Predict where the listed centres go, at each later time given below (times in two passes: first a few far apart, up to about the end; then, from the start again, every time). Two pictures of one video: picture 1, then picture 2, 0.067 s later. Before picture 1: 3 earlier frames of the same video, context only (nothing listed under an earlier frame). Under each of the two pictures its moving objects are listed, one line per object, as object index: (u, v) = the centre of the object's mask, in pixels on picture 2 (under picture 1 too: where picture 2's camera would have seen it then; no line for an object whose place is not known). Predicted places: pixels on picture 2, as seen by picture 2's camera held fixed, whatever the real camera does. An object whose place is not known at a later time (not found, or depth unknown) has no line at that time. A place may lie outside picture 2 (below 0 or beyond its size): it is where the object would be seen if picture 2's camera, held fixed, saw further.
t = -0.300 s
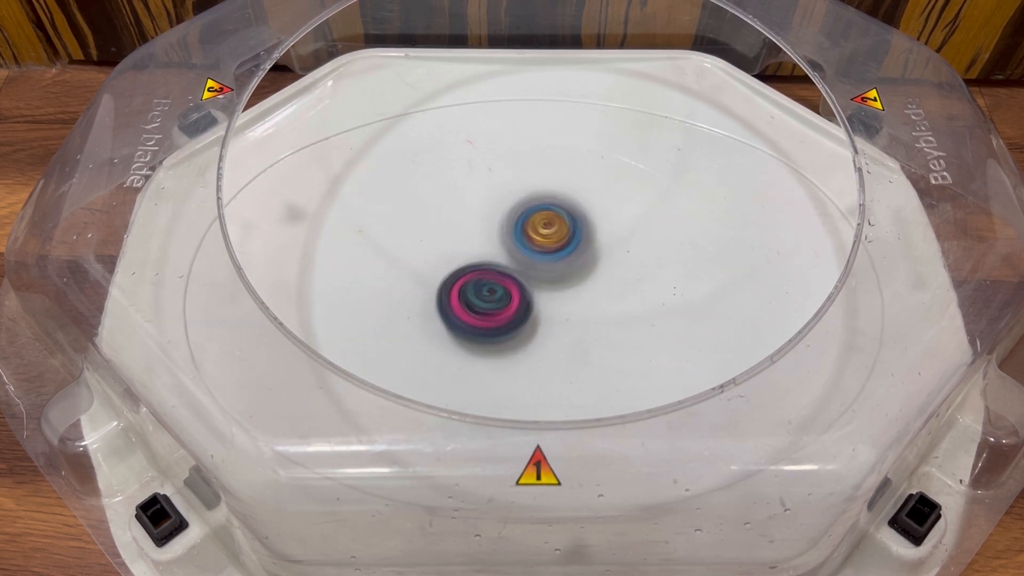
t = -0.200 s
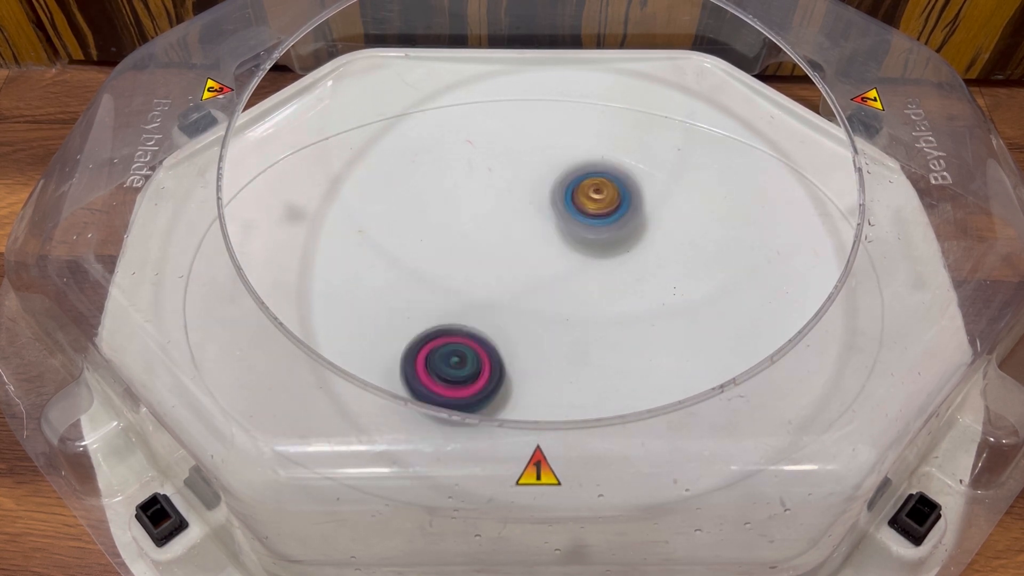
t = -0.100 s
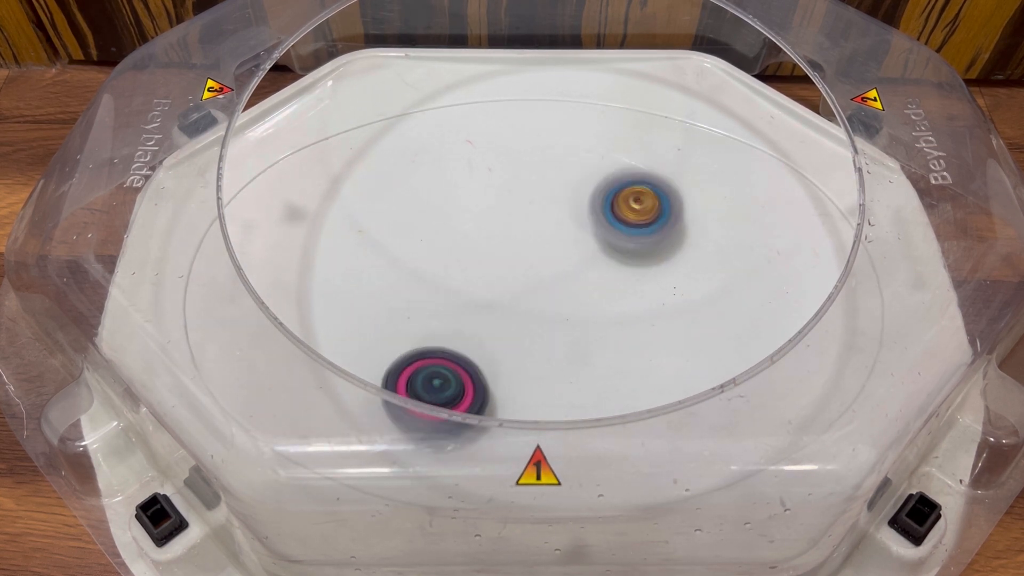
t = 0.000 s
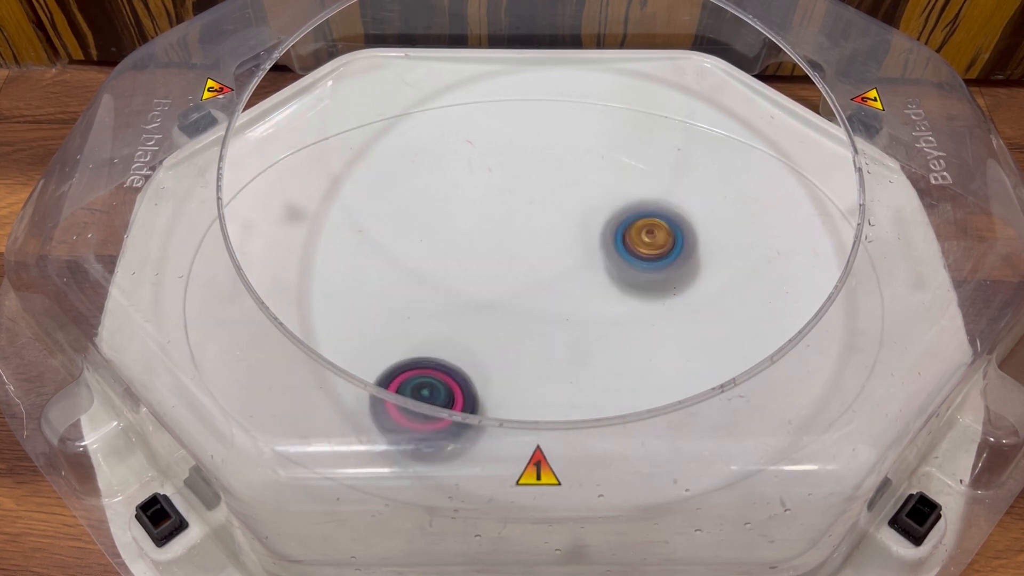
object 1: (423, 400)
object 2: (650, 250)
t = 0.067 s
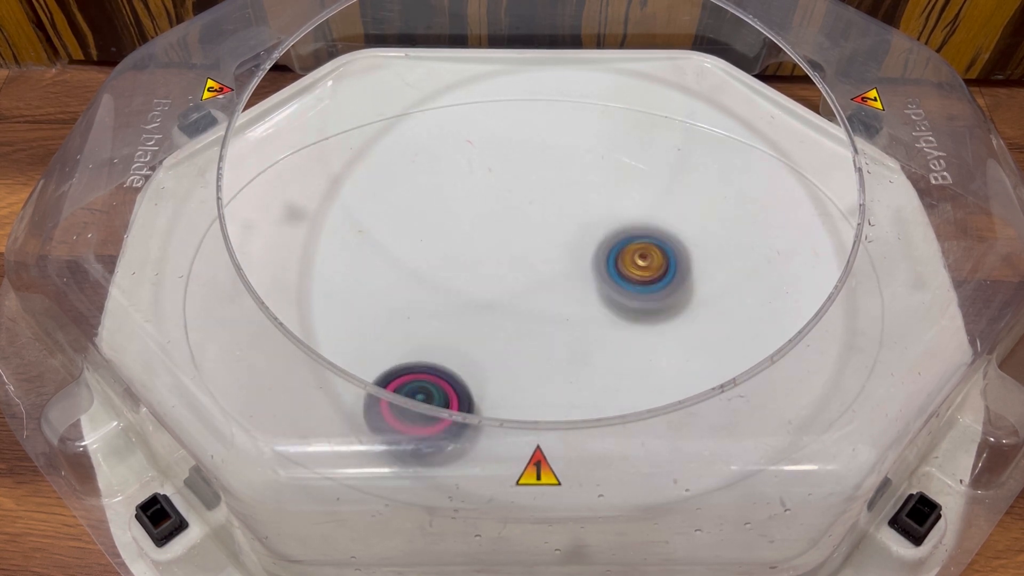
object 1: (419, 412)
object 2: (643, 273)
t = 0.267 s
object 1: (415, 414)
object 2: (560, 319)
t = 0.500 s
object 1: (437, 379)
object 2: (453, 285)
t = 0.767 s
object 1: (464, 347)
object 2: (456, 209)
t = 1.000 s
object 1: (501, 295)
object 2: (549, 227)
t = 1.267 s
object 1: (516, 277)
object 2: (626, 278)
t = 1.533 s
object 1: (526, 258)
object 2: (585, 341)
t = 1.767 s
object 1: (529, 220)
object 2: (495, 348)
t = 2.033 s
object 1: (538, 208)
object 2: (454, 298)
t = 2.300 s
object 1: (665, 56)
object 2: (395, 402)
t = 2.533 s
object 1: (808, 212)
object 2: (309, 432)
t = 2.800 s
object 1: (803, 299)
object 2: (353, 353)
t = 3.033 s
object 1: (775, 345)
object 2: (442, 362)
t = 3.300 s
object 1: (728, 376)
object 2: (543, 366)
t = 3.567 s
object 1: (703, 403)
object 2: (612, 333)
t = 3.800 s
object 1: (678, 411)
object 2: (659, 283)
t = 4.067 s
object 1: (640, 377)
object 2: (730, 240)
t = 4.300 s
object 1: (606, 354)
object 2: (792, 233)
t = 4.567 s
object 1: (554, 318)
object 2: (757, 277)
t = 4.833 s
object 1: (499, 285)
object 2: (645, 290)
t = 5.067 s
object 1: (435, 257)
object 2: (570, 298)
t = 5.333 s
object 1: (341, 238)
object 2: (519, 302)
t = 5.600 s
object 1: (318, 252)
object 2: (473, 269)
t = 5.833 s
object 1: (326, 274)
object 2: (489, 240)
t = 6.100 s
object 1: (364, 297)
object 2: (552, 262)
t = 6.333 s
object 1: (422, 298)
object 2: (556, 310)
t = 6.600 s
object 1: (478, 259)
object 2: (539, 347)
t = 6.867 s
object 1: (517, 212)
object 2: (535, 348)
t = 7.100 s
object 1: (534, 186)
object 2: (561, 309)
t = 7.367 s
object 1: (540, 184)
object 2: (615, 280)
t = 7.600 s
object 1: (540, 196)
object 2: (662, 262)
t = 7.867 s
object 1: (555, 231)
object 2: (711, 264)
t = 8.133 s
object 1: (581, 276)
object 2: (682, 292)
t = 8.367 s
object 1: (567, 309)
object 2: (676, 297)
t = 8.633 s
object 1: (573, 316)
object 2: (676, 282)
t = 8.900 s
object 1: (577, 312)
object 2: (667, 274)
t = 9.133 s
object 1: (566, 308)
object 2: (676, 258)
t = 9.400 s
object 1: (543, 304)
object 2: (659, 265)
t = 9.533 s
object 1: (531, 302)
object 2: (628, 272)
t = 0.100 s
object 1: (417, 413)
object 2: (634, 283)
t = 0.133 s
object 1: (415, 415)
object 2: (623, 293)
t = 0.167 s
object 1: (414, 416)
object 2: (609, 303)
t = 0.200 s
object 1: (414, 415)
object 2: (595, 309)
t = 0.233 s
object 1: (414, 415)
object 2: (578, 315)
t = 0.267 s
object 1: (415, 414)
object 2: (560, 319)
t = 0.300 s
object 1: (418, 402)
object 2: (543, 321)
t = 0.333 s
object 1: (418, 402)
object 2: (526, 319)
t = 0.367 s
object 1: (420, 401)
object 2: (509, 315)
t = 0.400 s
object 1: (423, 399)
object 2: (493, 310)
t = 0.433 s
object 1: (426, 397)
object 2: (478, 303)
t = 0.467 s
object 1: (428, 393)
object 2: (465, 295)
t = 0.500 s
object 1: (437, 379)
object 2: (453, 285)
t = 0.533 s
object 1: (439, 377)
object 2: (444, 274)
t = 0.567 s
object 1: (441, 375)
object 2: (438, 266)
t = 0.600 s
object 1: (444, 372)
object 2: (433, 255)
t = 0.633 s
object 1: (447, 369)
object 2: (432, 244)
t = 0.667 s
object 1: (451, 365)
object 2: (434, 234)
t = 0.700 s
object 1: (455, 359)
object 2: (439, 224)
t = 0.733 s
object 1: (460, 353)
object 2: (445, 215)
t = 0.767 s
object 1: (464, 347)
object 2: (456, 209)
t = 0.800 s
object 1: (468, 339)
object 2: (469, 206)
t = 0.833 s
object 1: (473, 331)
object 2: (482, 206)
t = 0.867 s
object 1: (479, 324)
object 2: (496, 208)
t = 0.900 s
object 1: (484, 316)
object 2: (509, 211)
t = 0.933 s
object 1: (490, 309)
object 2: (522, 216)
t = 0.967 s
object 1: (496, 302)
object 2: (535, 221)
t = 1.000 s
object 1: (501, 295)
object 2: (549, 227)
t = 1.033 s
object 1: (504, 293)
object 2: (561, 231)
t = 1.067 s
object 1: (506, 291)
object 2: (574, 234)
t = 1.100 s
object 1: (508, 290)
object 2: (587, 239)
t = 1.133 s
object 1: (512, 286)
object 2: (598, 245)
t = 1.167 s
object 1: (515, 283)
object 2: (606, 253)
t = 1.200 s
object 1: (516, 281)
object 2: (612, 261)
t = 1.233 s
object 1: (515, 280)
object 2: (621, 269)
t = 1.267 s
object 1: (516, 277)
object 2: (626, 278)
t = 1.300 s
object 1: (517, 273)
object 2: (630, 288)
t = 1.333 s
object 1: (519, 271)
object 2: (631, 297)
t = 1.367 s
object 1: (520, 269)
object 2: (629, 308)
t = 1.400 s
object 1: (522, 266)
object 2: (625, 317)
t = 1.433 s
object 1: (522, 264)
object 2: (619, 326)
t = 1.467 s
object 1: (523, 262)
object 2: (610, 334)
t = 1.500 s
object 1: (525, 260)
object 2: (599, 339)
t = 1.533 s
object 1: (526, 258)
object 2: (585, 341)
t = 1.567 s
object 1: (526, 256)
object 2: (571, 341)
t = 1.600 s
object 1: (527, 254)
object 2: (556, 340)
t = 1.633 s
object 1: (529, 251)
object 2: (542, 338)
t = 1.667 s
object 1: (526, 240)
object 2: (530, 345)
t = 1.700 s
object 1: (525, 230)
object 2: (519, 349)
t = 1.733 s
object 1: (527, 223)
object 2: (507, 349)
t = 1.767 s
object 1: (529, 220)
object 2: (495, 348)
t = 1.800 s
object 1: (531, 218)
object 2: (483, 346)
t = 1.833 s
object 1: (532, 216)
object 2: (473, 342)
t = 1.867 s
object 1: (533, 215)
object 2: (463, 338)
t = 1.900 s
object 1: (535, 213)
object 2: (456, 333)
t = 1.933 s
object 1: (535, 211)
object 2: (451, 325)
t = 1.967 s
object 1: (536, 210)
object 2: (451, 317)
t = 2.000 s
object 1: (536, 209)
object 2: (452, 308)
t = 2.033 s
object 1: (538, 208)
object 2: (454, 298)
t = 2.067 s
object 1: (538, 207)
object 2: (459, 288)
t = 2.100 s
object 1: (538, 206)
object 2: (467, 279)
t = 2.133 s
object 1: (538, 206)
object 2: (475, 271)
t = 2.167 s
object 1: (560, 168)
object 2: (464, 297)
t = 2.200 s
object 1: (588, 126)
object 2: (441, 331)
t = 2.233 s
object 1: (615, 90)
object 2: (426, 358)
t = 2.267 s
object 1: (640, 59)
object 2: (407, 385)
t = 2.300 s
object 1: (665, 56)
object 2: (395, 402)
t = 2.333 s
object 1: (694, 78)
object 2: (381, 416)
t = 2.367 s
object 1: (721, 102)
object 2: (368, 421)
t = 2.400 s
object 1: (744, 123)
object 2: (355, 432)
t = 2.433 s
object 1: (765, 145)
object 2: (338, 437)
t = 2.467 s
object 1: (783, 170)
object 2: (325, 444)
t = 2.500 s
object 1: (797, 192)
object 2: (312, 448)
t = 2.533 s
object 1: (808, 212)
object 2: (309, 432)
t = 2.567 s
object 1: (812, 229)
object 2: (311, 418)
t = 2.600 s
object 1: (812, 243)
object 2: (311, 404)
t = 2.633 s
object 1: (809, 255)
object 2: (317, 388)
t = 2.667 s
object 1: (806, 265)
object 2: (323, 377)
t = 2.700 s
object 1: (810, 276)
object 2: (330, 367)
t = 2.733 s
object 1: (808, 285)
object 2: (337, 360)
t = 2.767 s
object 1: (806, 292)
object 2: (344, 354)
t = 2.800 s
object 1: (803, 299)
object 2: (353, 353)
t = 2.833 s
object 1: (800, 306)
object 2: (362, 352)
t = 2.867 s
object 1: (797, 312)
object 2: (373, 355)
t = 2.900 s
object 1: (793, 319)
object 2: (388, 356)
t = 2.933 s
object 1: (789, 325)
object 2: (400, 356)
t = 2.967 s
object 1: (784, 330)
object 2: (415, 358)
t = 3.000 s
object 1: (779, 336)
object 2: (426, 358)
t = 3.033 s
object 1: (775, 345)
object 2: (442, 362)
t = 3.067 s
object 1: (769, 350)
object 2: (454, 363)
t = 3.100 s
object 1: (763, 354)
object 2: (468, 365)
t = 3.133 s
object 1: (757, 358)
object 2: (480, 366)
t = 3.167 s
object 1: (751, 362)
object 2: (493, 368)
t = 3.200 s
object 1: (746, 366)
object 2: (506, 368)
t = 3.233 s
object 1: (740, 370)
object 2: (518, 368)
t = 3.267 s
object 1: (734, 373)
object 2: (532, 368)
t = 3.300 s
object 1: (728, 376)
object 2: (543, 366)
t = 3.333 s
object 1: (723, 380)
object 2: (558, 366)
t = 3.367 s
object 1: (716, 383)
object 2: (569, 363)
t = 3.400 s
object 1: (710, 386)
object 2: (582, 362)
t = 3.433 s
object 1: (703, 388)
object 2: (594, 359)
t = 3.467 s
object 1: (703, 392)
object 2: (599, 354)
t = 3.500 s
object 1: (702, 393)
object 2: (605, 349)
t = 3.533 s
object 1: (698, 394)
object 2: (609, 341)
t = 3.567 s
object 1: (703, 403)
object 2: (612, 333)
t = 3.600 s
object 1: (701, 407)
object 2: (615, 324)
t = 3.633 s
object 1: (698, 409)
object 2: (621, 317)
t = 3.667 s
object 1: (695, 411)
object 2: (629, 311)
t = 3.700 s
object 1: (691, 412)
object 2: (638, 303)
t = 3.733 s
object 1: (687, 413)
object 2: (645, 296)
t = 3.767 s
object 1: (682, 413)
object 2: (652, 290)
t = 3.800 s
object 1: (678, 411)
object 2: (659, 283)
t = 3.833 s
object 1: (675, 412)
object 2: (666, 275)
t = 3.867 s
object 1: (668, 405)
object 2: (675, 270)
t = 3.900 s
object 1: (664, 402)
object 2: (684, 263)
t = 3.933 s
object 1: (660, 398)
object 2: (693, 258)
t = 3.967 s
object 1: (655, 393)
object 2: (702, 253)
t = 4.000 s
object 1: (651, 389)
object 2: (712, 248)
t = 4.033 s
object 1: (643, 378)
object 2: (721, 243)
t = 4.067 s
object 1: (640, 377)
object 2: (730, 240)
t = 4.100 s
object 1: (636, 375)
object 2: (741, 237)
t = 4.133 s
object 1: (632, 373)
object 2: (750, 233)
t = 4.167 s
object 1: (626, 370)
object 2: (760, 231)
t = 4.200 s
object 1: (622, 367)
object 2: (770, 230)
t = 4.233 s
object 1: (617, 363)
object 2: (778, 229)
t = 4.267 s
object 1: (612, 358)
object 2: (785, 229)
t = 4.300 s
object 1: (606, 354)
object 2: (792, 233)
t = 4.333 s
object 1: (600, 349)
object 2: (797, 236)
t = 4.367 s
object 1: (594, 345)
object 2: (799, 241)
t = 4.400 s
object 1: (588, 340)
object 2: (797, 248)
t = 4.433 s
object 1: (581, 335)
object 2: (793, 255)
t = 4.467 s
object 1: (575, 331)
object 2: (786, 260)
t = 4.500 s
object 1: (568, 326)
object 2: (777, 267)
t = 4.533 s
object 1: (560, 322)
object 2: (768, 273)
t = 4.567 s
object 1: (554, 318)
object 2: (757, 277)
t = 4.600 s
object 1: (547, 313)
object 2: (744, 281)
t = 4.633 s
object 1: (540, 310)
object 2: (731, 285)
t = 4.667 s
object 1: (533, 306)
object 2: (718, 287)
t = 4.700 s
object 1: (525, 301)
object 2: (703, 288)
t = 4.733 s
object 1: (519, 297)
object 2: (687, 289)
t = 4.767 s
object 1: (512, 292)
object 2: (673, 290)
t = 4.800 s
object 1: (506, 289)
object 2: (660, 290)
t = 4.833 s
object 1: (499, 285)
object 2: (645, 290)
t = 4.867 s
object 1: (492, 282)
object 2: (630, 291)
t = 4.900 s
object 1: (486, 278)
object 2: (616, 293)
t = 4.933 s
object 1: (481, 274)
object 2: (603, 293)
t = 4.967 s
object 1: (476, 272)
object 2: (588, 294)
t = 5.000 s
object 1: (470, 268)
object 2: (574, 295)
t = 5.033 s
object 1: (462, 266)
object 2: (562, 296)
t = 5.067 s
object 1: (435, 257)
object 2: (570, 298)
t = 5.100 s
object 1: (412, 251)
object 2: (573, 299)
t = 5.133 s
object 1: (393, 244)
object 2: (572, 299)
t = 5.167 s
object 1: (380, 240)
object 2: (566, 300)
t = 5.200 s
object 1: (368, 239)
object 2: (557, 302)
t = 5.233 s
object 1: (361, 237)
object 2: (548, 304)
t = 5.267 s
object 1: (354, 237)
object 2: (539, 304)
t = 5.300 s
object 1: (347, 237)
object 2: (529, 303)
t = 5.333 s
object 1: (341, 238)
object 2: (519, 302)
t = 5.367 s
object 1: (335, 239)
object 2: (510, 300)
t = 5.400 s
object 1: (331, 240)
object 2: (502, 297)
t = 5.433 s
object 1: (328, 242)
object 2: (494, 293)
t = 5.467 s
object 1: (324, 244)
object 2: (488, 288)
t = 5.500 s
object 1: (321, 246)
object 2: (482, 282)
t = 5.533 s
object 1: (320, 248)
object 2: (477, 277)
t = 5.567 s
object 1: (319, 249)
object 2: (475, 274)
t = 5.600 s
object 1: (318, 252)
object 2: (473, 269)
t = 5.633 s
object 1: (317, 255)
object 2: (471, 262)
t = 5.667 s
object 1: (317, 257)
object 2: (473, 257)
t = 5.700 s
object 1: (318, 261)
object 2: (475, 252)
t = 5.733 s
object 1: (319, 263)
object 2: (477, 247)
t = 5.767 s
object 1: (321, 267)
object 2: (479, 244)
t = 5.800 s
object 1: (323, 270)
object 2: (483, 241)
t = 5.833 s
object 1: (326, 274)
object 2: (489, 240)
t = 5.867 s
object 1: (329, 277)
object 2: (495, 239)
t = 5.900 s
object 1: (333, 281)
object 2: (504, 240)
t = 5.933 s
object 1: (337, 284)
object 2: (513, 241)
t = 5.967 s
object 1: (341, 287)
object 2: (522, 243)
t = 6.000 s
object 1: (347, 290)
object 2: (531, 247)
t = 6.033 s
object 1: (352, 293)
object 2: (539, 250)
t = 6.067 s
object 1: (358, 295)
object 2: (546, 255)
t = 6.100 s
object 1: (364, 297)
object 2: (552, 262)
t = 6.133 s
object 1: (372, 299)
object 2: (556, 269)
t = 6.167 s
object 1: (378, 300)
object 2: (560, 277)
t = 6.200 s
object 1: (386, 301)
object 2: (562, 284)
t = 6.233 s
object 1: (394, 300)
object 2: (563, 291)
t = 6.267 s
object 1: (403, 300)
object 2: (562, 298)
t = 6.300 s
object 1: (413, 299)
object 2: (560, 304)
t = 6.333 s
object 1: (422, 298)
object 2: (556, 310)
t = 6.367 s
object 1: (432, 295)
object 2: (551, 315)
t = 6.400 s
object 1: (442, 292)
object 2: (546, 321)
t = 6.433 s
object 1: (448, 288)
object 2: (543, 326)
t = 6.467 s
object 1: (454, 284)
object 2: (542, 330)
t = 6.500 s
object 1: (462, 278)
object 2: (539, 334)
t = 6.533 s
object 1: (466, 273)
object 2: (539, 339)
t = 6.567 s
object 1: (473, 266)
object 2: (539, 344)
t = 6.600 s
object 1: (478, 259)
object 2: (539, 347)
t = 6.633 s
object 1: (484, 253)
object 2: (537, 350)
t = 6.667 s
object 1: (488, 247)
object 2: (537, 352)
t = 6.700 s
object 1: (494, 241)
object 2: (536, 353)
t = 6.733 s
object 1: (499, 235)
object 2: (536, 354)
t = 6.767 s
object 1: (504, 229)
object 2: (536, 353)
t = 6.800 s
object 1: (508, 223)
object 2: (536, 353)
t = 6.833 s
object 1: (513, 217)
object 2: (535, 351)
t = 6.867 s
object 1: (517, 212)
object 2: (535, 348)
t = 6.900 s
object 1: (520, 207)
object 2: (536, 343)
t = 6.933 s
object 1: (524, 202)
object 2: (538, 337)
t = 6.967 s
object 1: (527, 198)
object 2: (540, 331)
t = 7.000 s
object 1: (530, 194)
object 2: (544, 325)
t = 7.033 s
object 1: (532, 191)
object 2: (549, 320)
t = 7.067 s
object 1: (534, 188)
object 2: (555, 314)
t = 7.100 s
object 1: (534, 186)
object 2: (561, 309)
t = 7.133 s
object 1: (536, 185)
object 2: (567, 304)
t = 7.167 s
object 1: (537, 185)
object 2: (573, 300)
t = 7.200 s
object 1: (538, 184)
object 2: (580, 296)
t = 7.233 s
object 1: (539, 184)
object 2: (587, 292)
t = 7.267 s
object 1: (539, 184)
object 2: (594, 289)
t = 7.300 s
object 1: (541, 184)
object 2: (601, 285)
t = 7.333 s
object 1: (540, 184)
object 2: (608, 283)
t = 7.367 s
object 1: (540, 184)
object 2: (615, 280)
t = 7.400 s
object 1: (540, 185)
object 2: (622, 277)
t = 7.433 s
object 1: (540, 186)
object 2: (629, 274)
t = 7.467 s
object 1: (540, 187)
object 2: (635, 271)
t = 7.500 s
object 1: (540, 189)
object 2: (642, 268)
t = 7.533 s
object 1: (540, 192)
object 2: (649, 266)
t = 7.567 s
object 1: (540, 194)
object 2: (656, 264)
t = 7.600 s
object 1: (540, 196)
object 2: (662, 262)
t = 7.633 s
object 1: (541, 199)
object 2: (669, 261)
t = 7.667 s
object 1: (541, 202)
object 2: (676, 259)
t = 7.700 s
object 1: (542, 206)
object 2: (683, 259)
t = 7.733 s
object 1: (544, 210)
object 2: (690, 258)
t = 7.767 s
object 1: (546, 215)
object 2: (696, 259)
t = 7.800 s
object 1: (549, 220)
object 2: (702, 260)
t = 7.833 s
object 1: (551, 225)
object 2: (707, 262)
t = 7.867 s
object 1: (555, 231)
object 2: (711, 264)
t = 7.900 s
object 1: (557, 237)
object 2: (714, 268)
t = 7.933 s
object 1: (561, 242)
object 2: (714, 271)
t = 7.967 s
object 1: (565, 248)
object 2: (713, 276)
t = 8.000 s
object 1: (568, 254)
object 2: (710, 279)
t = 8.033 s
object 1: (572, 260)
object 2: (705, 284)
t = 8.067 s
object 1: (576, 265)
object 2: (698, 287)
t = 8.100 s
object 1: (580, 271)
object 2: (689, 290)
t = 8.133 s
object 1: (581, 276)
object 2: (682, 292)
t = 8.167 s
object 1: (575, 281)
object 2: (683, 293)
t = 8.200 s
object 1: (572, 288)
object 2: (683, 294)
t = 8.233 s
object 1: (571, 293)
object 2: (681, 296)
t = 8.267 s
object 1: (570, 298)
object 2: (678, 297)
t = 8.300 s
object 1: (572, 303)
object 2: (674, 298)
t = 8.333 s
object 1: (567, 306)
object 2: (675, 298)
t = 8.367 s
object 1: (567, 309)
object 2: (676, 297)
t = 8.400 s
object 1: (567, 311)
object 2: (676, 295)
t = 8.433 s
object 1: (568, 312)
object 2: (677, 293)
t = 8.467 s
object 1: (569, 313)
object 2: (677, 291)
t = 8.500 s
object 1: (570, 314)
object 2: (678, 289)
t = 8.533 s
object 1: (570, 315)
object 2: (678, 288)
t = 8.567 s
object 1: (572, 316)
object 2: (678, 287)
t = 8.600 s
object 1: (572, 316)
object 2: (677, 285)
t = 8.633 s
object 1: (573, 316)
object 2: (676, 282)
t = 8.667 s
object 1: (574, 317)
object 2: (677, 280)
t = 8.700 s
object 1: (574, 316)
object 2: (677, 279)
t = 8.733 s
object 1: (575, 317)
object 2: (676, 278)
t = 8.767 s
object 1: (576, 316)
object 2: (674, 277)
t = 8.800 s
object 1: (576, 315)
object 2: (673, 275)
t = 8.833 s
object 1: (576, 314)
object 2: (672, 273)
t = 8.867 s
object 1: (577, 314)
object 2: (670, 273)
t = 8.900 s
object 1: (577, 312)
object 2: (667, 274)
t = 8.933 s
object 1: (576, 312)
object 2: (665, 273)
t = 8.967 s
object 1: (574, 312)
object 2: (666, 269)
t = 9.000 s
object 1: (573, 311)
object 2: (669, 266)
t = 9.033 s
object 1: (573, 310)
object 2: (672, 264)
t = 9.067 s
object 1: (570, 309)
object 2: (673, 262)
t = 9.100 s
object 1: (569, 308)
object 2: (674, 260)
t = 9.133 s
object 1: (566, 308)
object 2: (676, 258)
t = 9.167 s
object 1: (565, 307)
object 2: (678, 258)
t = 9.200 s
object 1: (563, 307)
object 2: (677, 259)
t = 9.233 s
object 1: (560, 306)
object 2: (676, 258)
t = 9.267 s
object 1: (556, 304)
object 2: (675, 259)
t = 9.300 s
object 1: (554, 305)
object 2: (673, 261)
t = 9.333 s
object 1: (550, 304)
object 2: (669, 263)
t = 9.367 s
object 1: (547, 304)
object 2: (664, 263)
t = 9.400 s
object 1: (543, 304)
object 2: (659, 265)
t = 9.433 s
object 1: (540, 302)
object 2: (652, 268)
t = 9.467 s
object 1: (537, 303)
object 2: (644, 270)
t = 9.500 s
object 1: (534, 302)
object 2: (635, 271)
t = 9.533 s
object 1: (531, 302)
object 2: (628, 272)
